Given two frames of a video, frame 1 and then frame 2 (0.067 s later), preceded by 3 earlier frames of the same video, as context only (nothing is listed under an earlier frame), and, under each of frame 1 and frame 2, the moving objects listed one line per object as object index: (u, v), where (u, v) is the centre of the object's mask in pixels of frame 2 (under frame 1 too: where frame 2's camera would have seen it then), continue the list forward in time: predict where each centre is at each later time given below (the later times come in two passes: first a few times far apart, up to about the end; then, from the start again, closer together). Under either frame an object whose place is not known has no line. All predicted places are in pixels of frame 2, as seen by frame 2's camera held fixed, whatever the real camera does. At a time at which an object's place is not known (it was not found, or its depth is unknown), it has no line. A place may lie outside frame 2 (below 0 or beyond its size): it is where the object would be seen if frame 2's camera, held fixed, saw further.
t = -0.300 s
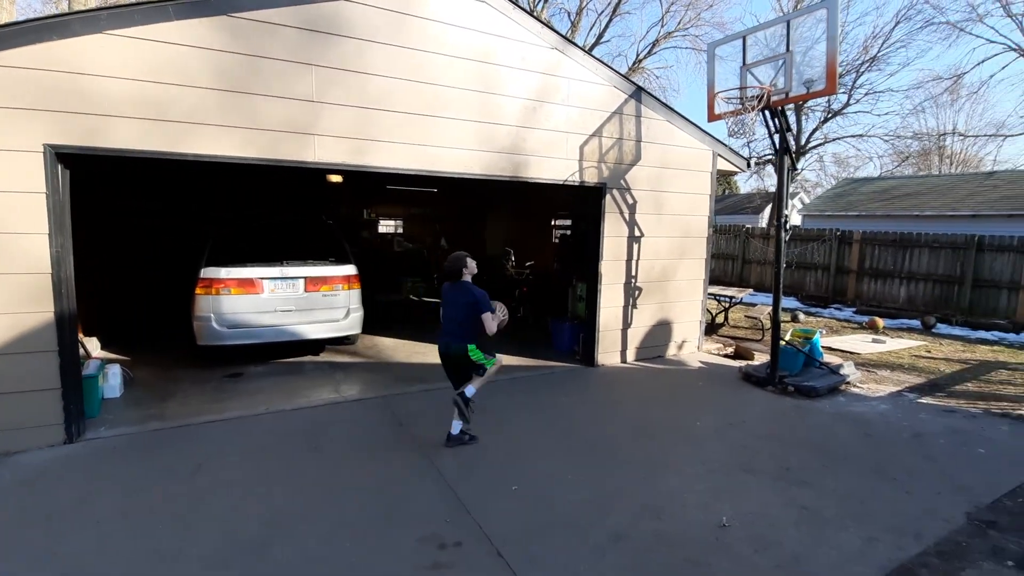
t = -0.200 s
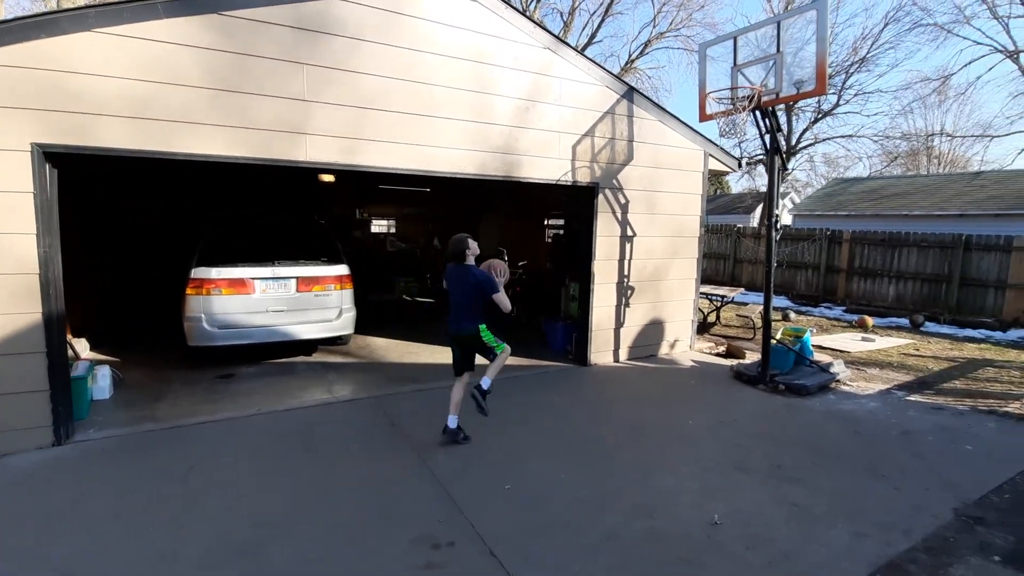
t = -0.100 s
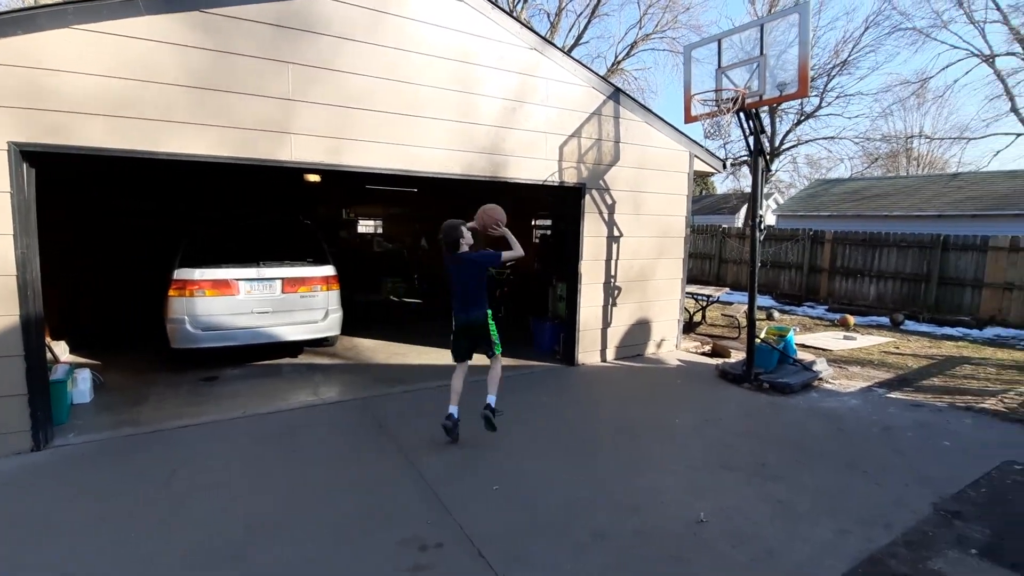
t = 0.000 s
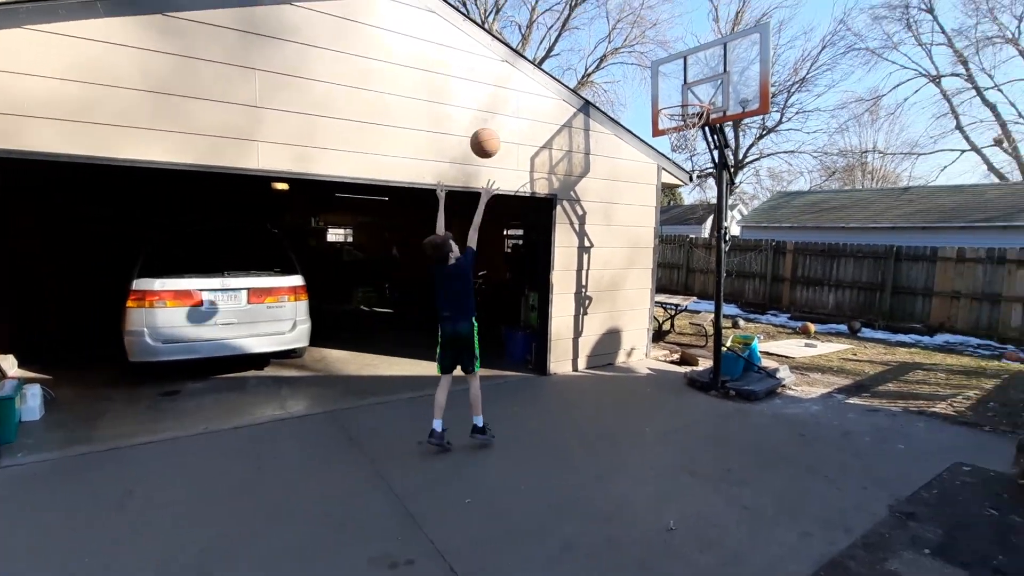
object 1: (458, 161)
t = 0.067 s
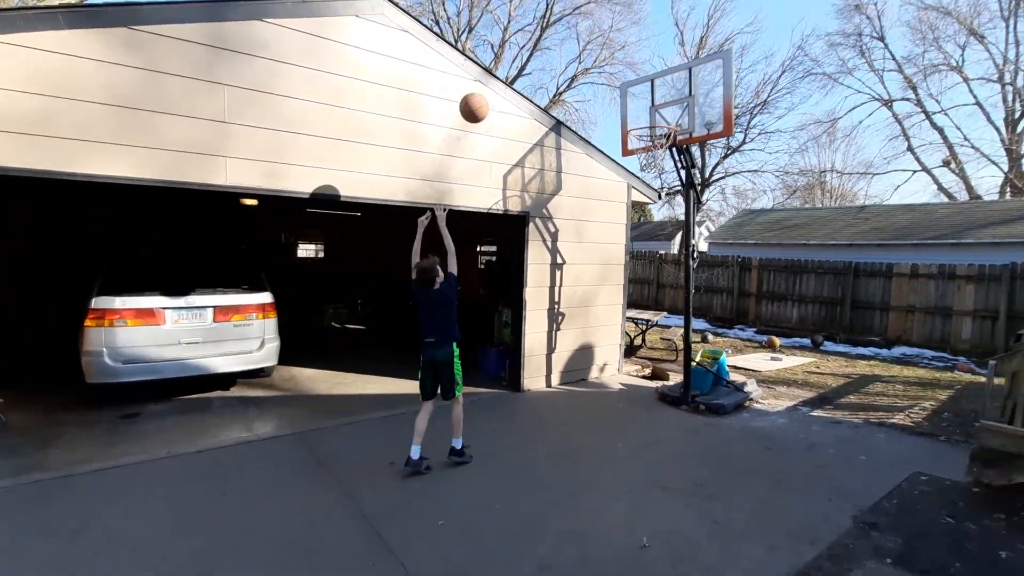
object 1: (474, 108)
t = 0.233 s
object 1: (513, 5)
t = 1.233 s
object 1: (658, 83)
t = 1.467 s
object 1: (642, 110)
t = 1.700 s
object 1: (612, 118)
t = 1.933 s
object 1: (568, 202)
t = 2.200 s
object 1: (497, 462)
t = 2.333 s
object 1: (462, 485)
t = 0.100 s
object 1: (482, 83)
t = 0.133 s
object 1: (490, 61)
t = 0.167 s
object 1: (498, 41)
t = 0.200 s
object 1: (505, 22)
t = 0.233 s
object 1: (513, 5)
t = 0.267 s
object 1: (520, -11)
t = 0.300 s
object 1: (527, -25)
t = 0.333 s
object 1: (534, -38)
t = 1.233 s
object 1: (658, 83)
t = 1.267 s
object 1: (657, 96)
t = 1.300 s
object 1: (656, 107)
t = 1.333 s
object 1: (654, 119)
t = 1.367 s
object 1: (651, 123)
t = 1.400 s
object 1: (648, 119)
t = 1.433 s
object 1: (645, 115)
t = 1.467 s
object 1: (642, 110)
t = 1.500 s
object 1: (638, 108)
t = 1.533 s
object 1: (634, 107)
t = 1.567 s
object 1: (630, 107)
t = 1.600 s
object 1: (626, 108)
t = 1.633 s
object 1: (622, 111)
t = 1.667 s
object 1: (617, 113)
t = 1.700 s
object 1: (612, 118)
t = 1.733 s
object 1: (607, 124)
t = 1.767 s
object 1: (601, 132)
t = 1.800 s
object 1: (596, 142)
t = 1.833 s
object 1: (589, 153)
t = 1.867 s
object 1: (582, 168)
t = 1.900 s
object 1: (576, 184)
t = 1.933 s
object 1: (568, 202)
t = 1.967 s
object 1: (561, 223)
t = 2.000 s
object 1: (552, 246)
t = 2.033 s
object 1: (545, 272)
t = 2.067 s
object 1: (536, 302)
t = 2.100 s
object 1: (525, 336)
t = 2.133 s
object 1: (517, 373)
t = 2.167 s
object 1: (507, 415)
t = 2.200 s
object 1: (497, 462)
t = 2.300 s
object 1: (468, 516)
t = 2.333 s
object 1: (462, 485)
